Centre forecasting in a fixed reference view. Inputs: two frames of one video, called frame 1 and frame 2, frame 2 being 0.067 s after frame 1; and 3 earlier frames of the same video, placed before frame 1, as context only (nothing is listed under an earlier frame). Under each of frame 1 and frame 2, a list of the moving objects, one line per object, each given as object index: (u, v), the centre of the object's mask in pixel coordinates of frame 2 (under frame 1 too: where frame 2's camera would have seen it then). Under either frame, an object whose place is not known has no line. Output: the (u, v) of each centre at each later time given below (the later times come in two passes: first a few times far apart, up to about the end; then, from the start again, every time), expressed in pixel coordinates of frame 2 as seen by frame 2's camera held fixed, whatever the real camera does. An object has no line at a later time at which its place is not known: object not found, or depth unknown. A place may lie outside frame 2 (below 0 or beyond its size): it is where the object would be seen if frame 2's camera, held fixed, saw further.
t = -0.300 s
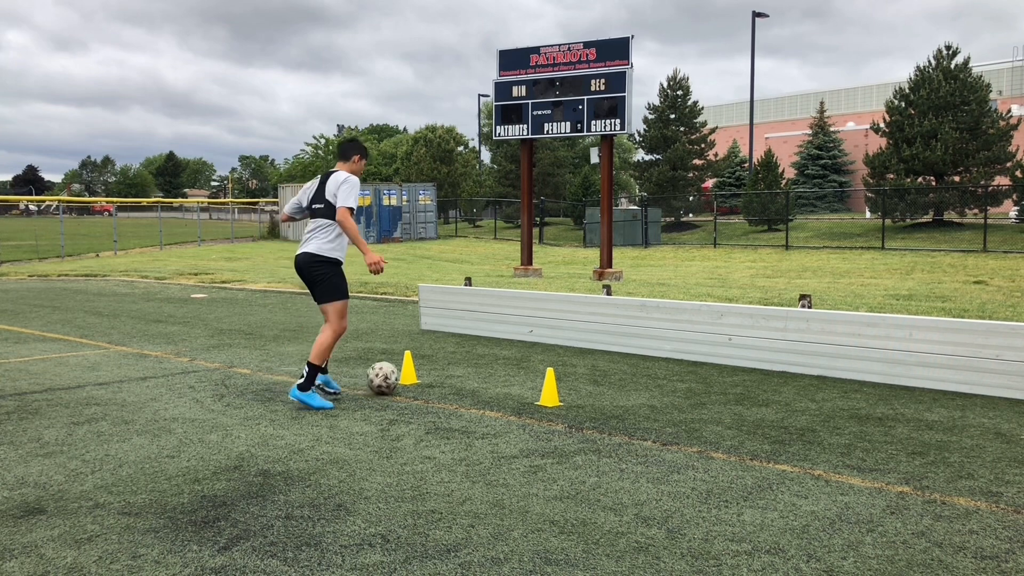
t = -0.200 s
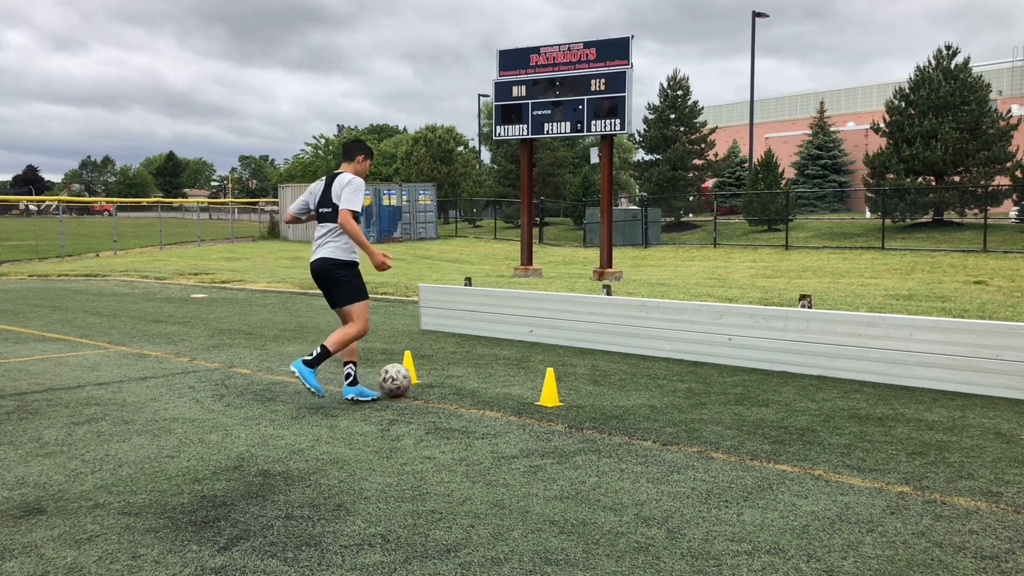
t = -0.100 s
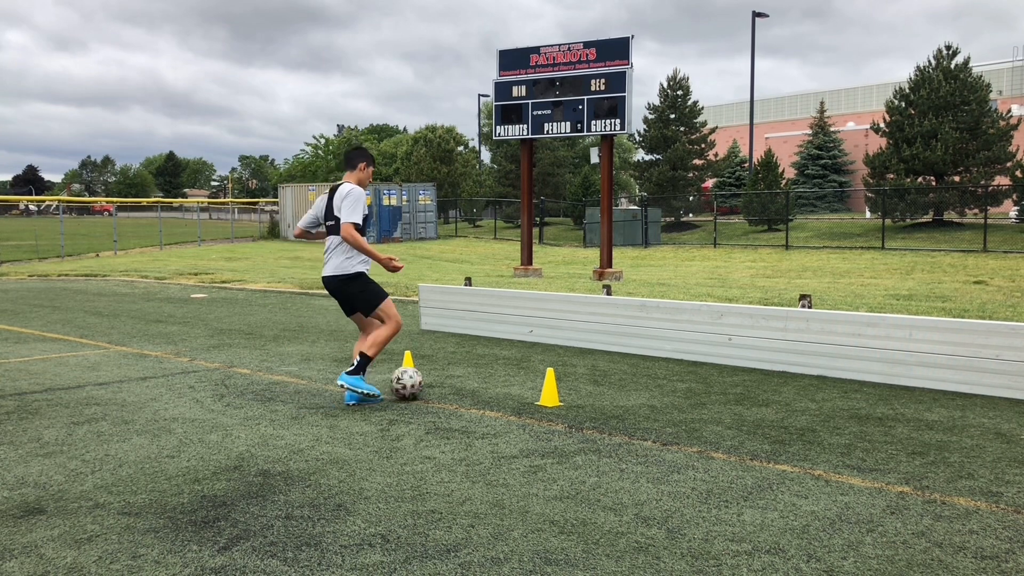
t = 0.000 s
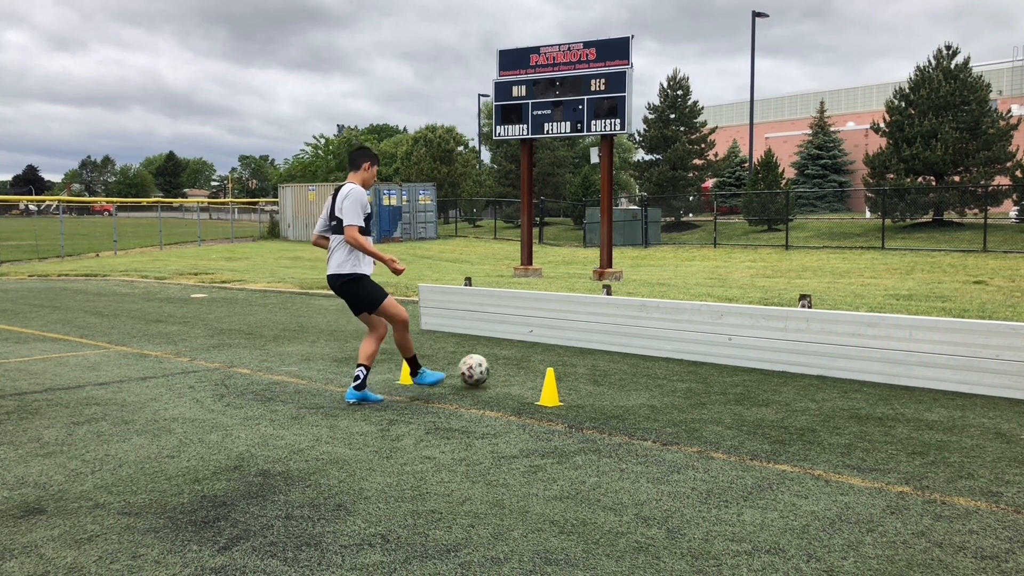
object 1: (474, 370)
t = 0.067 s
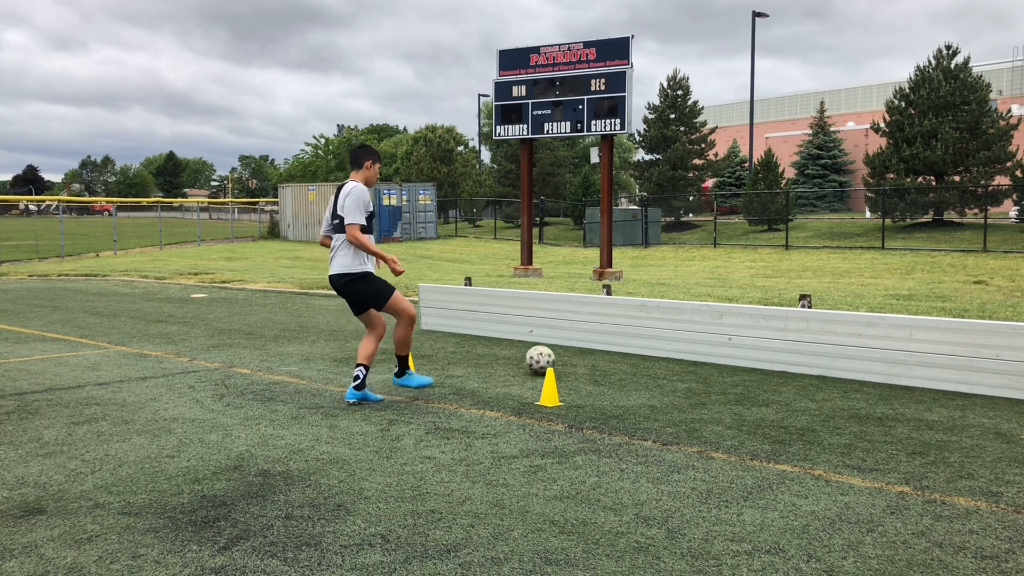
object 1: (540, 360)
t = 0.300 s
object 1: (605, 344)
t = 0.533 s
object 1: (510, 362)
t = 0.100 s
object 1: (569, 355)
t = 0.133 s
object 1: (595, 348)
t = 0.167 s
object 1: (620, 345)
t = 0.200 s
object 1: (643, 342)
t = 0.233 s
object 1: (631, 346)
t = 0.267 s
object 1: (618, 344)
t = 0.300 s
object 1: (605, 344)
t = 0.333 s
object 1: (592, 345)
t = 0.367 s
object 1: (578, 348)
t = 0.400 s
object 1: (564, 352)
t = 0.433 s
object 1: (549, 357)
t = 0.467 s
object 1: (536, 359)
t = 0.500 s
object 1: (524, 360)
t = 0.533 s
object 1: (510, 362)
